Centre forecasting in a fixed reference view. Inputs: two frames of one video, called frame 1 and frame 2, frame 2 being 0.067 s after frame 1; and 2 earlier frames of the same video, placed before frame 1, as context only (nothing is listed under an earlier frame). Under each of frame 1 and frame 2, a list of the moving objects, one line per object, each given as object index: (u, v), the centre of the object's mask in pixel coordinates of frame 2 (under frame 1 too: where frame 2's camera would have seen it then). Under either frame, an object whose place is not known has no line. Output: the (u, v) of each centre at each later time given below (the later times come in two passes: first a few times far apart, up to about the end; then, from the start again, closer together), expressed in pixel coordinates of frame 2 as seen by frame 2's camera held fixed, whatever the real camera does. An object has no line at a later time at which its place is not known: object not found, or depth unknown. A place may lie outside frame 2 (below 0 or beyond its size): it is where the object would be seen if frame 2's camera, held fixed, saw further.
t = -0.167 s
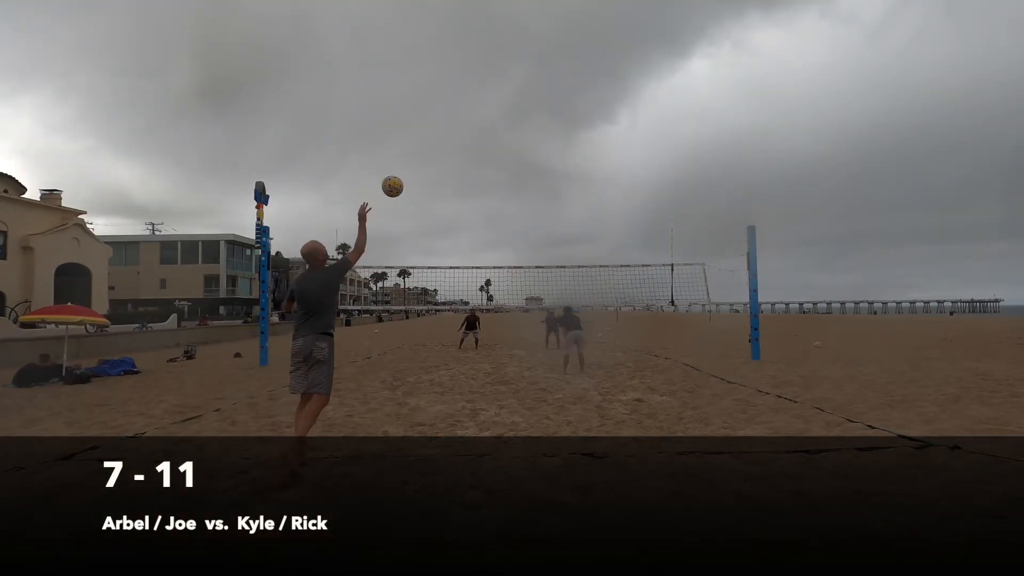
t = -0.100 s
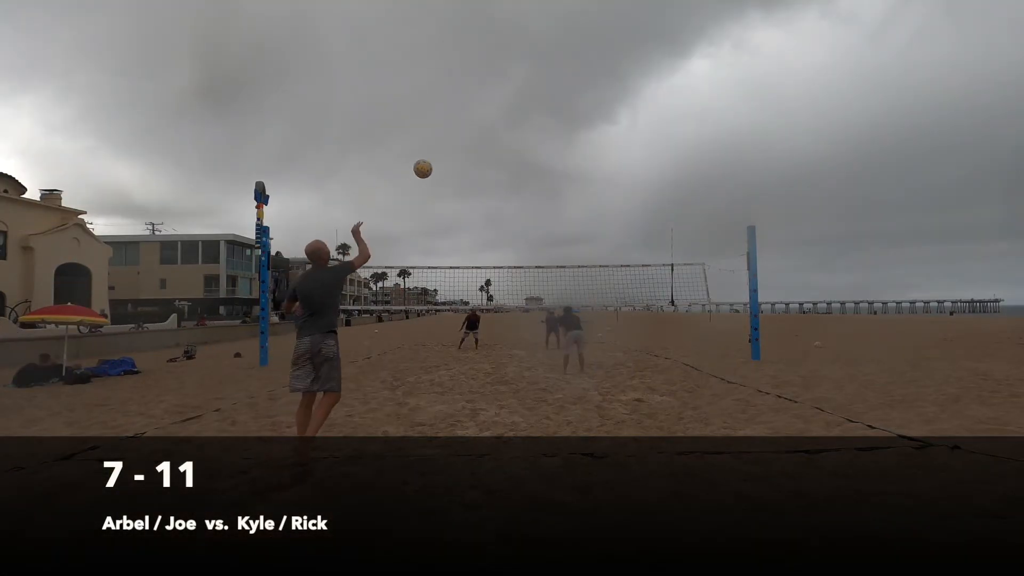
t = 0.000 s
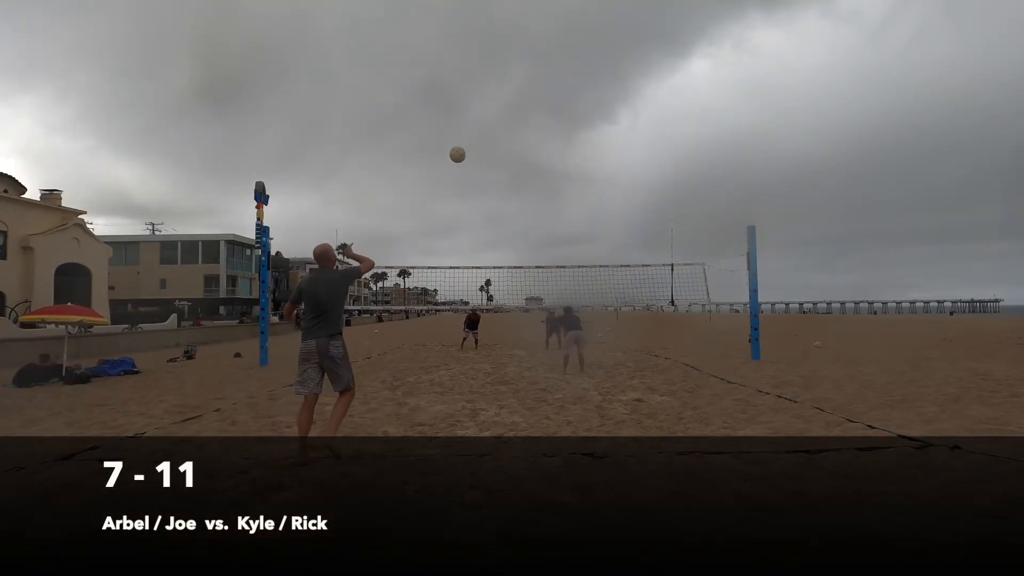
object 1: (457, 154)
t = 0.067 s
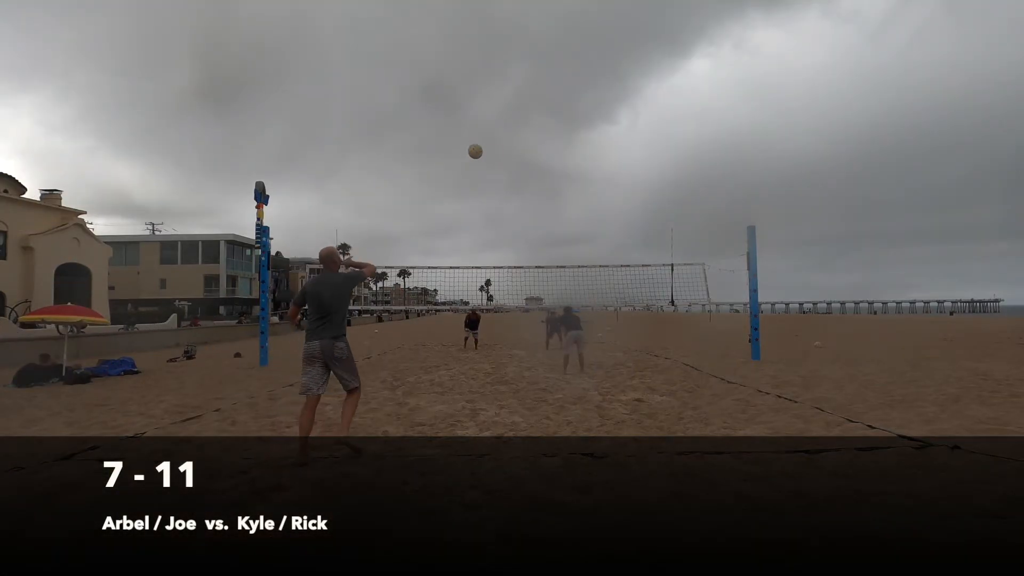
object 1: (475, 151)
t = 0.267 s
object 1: (513, 161)
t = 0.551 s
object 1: (544, 198)
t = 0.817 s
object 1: (563, 245)
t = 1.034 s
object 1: (574, 289)
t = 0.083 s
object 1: (479, 151)
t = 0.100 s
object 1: (483, 151)
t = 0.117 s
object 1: (486, 151)
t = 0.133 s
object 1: (490, 152)
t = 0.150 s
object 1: (493, 152)
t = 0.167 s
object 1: (496, 153)
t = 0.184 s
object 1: (499, 154)
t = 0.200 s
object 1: (502, 155)
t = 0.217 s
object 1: (505, 157)
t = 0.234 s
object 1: (508, 158)
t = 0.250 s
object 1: (510, 159)
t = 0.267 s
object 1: (513, 161)
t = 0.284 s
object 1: (515, 162)
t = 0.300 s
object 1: (517, 164)
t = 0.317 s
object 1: (519, 166)
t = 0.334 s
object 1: (521, 168)
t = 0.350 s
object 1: (523, 170)
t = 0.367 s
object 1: (525, 172)
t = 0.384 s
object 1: (527, 174)
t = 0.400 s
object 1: (529, 176)
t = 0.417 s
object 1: (531, 178)
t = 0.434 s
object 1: (533, 181)
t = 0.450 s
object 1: (535, 183)
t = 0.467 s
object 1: (536, 185)
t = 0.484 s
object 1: (538, 188)
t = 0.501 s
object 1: (539, 190)
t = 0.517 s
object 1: (541, 192)
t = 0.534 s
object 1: (543, 195)
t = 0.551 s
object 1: (544, 198)
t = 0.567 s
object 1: (545, 201)
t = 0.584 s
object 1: (547, 203)
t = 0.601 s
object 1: (548, 206)
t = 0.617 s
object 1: (550, 209)
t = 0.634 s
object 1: (551, 212)
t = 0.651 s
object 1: (552, 214)
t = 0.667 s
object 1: (553, 218)
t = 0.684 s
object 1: (554, 220)
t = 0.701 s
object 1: (556, 223)
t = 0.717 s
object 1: (557, 226)
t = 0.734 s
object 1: (558, 230)
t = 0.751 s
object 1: (559, 233)
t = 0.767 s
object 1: (560, 236)
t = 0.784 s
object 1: (561, 239)
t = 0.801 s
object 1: (562, 242)
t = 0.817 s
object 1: (563, 245)
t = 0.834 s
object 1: (564, 248)
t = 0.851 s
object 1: (565, 251)
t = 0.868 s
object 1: (566, 254)
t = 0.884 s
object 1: (567, 258)
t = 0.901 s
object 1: (568, 261)
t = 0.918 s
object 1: (568, 263)
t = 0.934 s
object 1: (569, 269)
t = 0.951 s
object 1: (570, 272)
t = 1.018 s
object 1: (573, 286)
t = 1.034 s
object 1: (574, 289)
